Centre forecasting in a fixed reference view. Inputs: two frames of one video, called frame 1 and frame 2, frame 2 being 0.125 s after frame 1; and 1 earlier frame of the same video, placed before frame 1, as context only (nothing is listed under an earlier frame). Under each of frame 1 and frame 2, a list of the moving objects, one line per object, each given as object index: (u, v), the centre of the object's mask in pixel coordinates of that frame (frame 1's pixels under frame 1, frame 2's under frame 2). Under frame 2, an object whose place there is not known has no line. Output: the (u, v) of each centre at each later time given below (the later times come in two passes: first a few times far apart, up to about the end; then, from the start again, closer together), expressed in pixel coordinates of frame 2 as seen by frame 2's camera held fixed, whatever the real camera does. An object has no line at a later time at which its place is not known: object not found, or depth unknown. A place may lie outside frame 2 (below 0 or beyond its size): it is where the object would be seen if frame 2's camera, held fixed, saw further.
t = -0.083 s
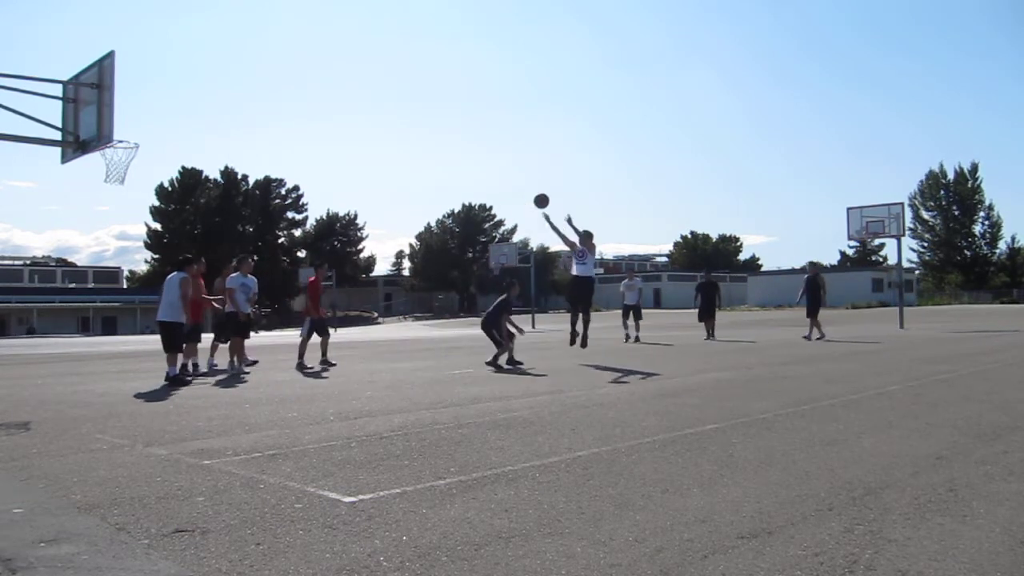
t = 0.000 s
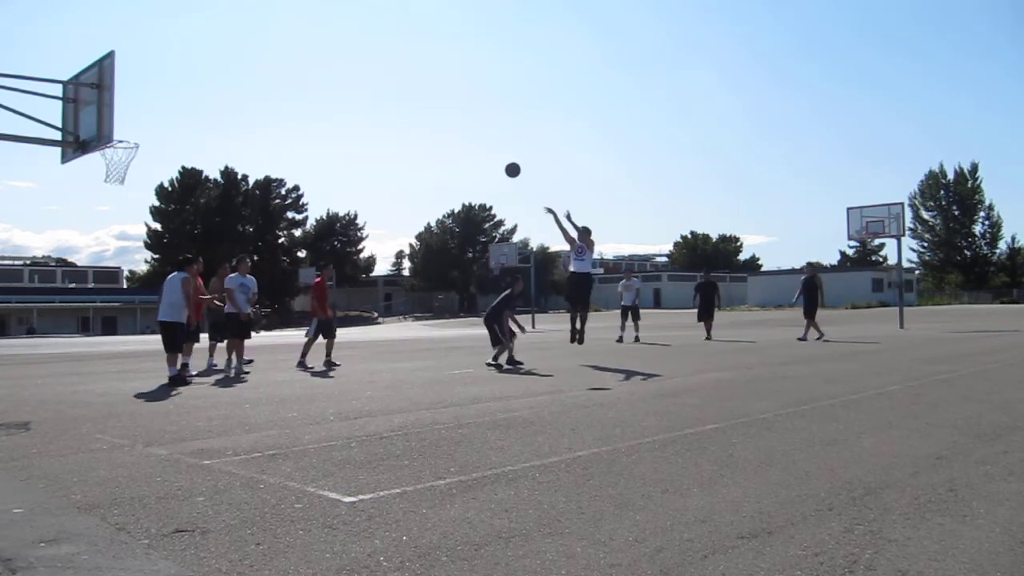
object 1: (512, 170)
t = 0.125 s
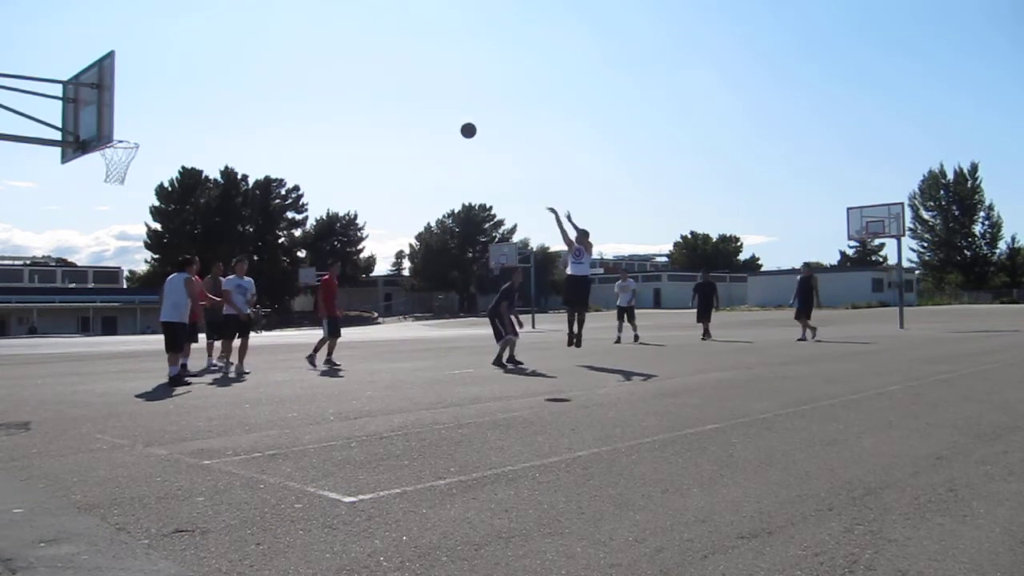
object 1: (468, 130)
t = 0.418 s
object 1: (359, 74)
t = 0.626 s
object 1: (275, 69)
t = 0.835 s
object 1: (185, 95)
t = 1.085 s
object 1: (121, 139)
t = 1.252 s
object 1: (160, 131)
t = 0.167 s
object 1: (453, 119)
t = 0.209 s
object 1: (438, 109)
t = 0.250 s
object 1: (423, 100)
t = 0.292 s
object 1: (407, 92)
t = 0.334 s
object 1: (391, 85)
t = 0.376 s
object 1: (375, 79)
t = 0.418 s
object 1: (359, 74)
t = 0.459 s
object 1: (343, 71)
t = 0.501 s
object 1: (326, 68)
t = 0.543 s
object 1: (309, 67)
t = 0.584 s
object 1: (292, 67)
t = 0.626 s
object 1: (275, 69)
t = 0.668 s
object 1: (257, 71)
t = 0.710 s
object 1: (240, 75)
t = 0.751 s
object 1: (222, 81)
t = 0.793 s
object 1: (204, 87)
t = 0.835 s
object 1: (185, 95)
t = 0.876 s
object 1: (167, 105)
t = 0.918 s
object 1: (148, 116)
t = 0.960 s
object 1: (129, 128)
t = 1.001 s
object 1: (117, 139)
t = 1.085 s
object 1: (121, 139)
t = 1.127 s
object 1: (133, 136)
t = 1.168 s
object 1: (143, 132)
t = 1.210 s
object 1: (151, 131)
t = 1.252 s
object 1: (160, 131)
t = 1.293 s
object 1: (169, 131)
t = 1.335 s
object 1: (178, 133)
